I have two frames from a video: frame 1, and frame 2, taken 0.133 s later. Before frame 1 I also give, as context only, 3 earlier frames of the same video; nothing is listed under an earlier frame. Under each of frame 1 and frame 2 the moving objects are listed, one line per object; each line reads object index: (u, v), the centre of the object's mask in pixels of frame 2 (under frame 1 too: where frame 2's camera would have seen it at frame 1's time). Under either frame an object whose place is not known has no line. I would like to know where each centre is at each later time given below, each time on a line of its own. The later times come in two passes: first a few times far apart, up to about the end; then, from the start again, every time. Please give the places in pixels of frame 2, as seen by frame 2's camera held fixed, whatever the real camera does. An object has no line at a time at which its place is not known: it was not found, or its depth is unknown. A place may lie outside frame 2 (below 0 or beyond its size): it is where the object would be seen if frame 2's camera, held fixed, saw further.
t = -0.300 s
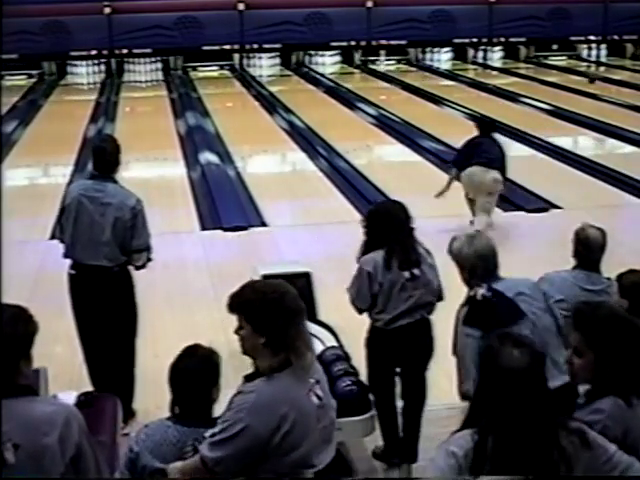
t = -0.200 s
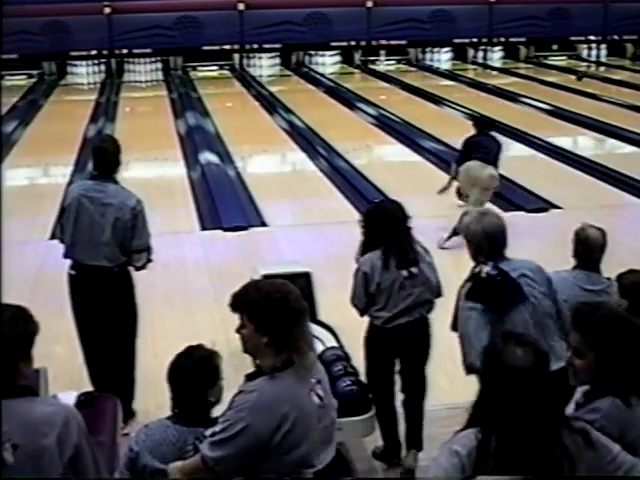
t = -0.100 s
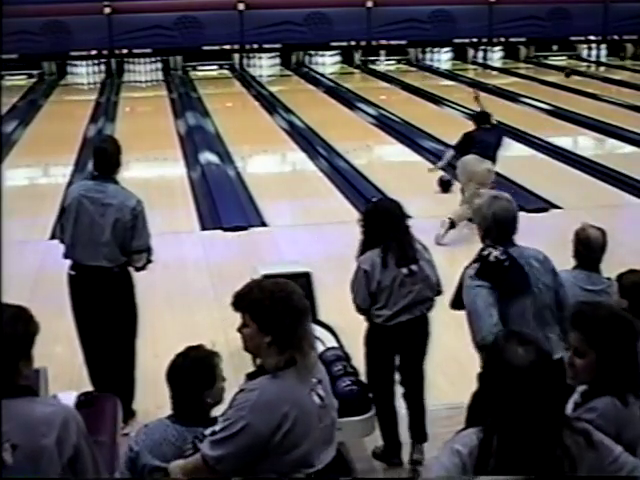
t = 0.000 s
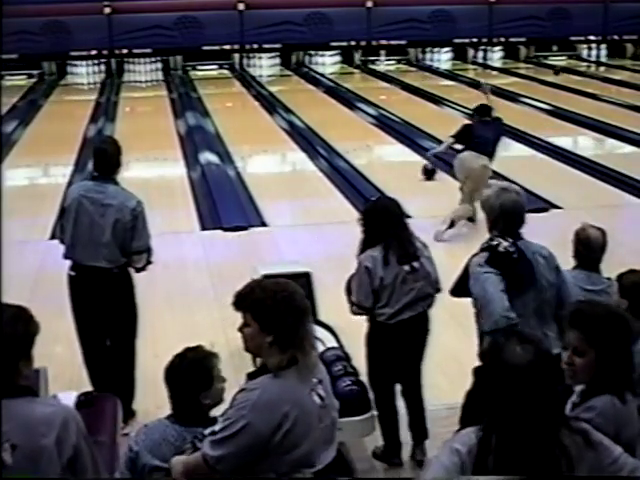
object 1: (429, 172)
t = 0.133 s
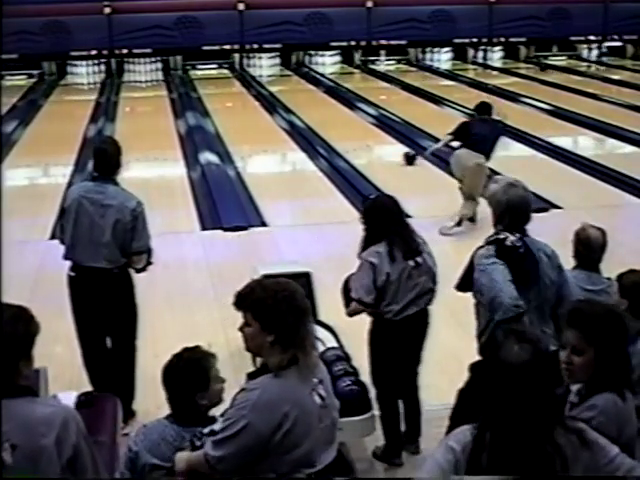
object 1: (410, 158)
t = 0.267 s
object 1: (393, 145)
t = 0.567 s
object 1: (362, 123)
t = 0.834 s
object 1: (340, 108)
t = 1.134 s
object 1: (320, 94)
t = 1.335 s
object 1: (308, 87)
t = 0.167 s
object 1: (405, 155)
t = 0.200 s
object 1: (401, 151)
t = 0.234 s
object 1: (397, 149)
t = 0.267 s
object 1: (393, 145)
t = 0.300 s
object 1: (389, 142)
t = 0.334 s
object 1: (385, 140)
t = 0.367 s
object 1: (381, 138)
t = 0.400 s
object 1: (378, 135)
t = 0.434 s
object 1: (374, 132)
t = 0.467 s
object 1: (371, 130)
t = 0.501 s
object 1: (368, 128)
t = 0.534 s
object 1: (365, 126)
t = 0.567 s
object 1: (362, 123)
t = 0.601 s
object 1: (358, 120)
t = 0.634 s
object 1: (356, 119)
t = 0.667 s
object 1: (353, 117)
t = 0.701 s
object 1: (350, 115)
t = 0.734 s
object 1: (348, 113)
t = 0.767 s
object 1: (345, 111)
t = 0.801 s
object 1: (342, 110)
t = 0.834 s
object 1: (340, 108)
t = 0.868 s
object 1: (337, 106)
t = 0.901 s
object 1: (335, 104)
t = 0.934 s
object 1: (333, 103)
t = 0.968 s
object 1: (331, 101)
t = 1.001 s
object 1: (328, 100)
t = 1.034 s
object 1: (326, 98)
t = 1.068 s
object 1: (324, 97)
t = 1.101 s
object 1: (322, 95)
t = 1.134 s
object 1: (320, 94)
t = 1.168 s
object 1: (318, 93)
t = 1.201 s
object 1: (315, 92)
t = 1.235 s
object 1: (313, 91)
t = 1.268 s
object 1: (311, 89)
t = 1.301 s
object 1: (309, 88)
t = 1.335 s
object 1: (308, 87)
